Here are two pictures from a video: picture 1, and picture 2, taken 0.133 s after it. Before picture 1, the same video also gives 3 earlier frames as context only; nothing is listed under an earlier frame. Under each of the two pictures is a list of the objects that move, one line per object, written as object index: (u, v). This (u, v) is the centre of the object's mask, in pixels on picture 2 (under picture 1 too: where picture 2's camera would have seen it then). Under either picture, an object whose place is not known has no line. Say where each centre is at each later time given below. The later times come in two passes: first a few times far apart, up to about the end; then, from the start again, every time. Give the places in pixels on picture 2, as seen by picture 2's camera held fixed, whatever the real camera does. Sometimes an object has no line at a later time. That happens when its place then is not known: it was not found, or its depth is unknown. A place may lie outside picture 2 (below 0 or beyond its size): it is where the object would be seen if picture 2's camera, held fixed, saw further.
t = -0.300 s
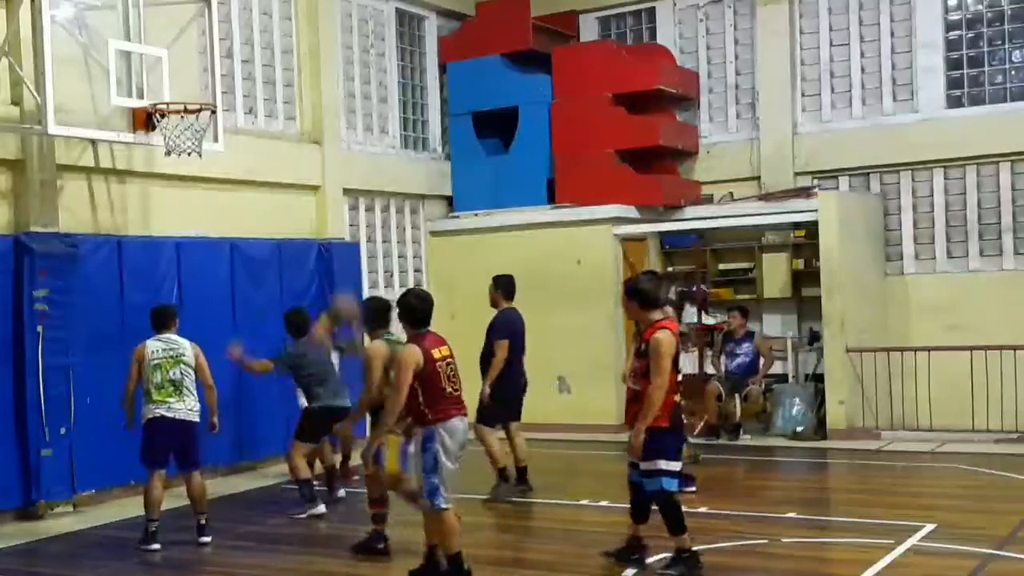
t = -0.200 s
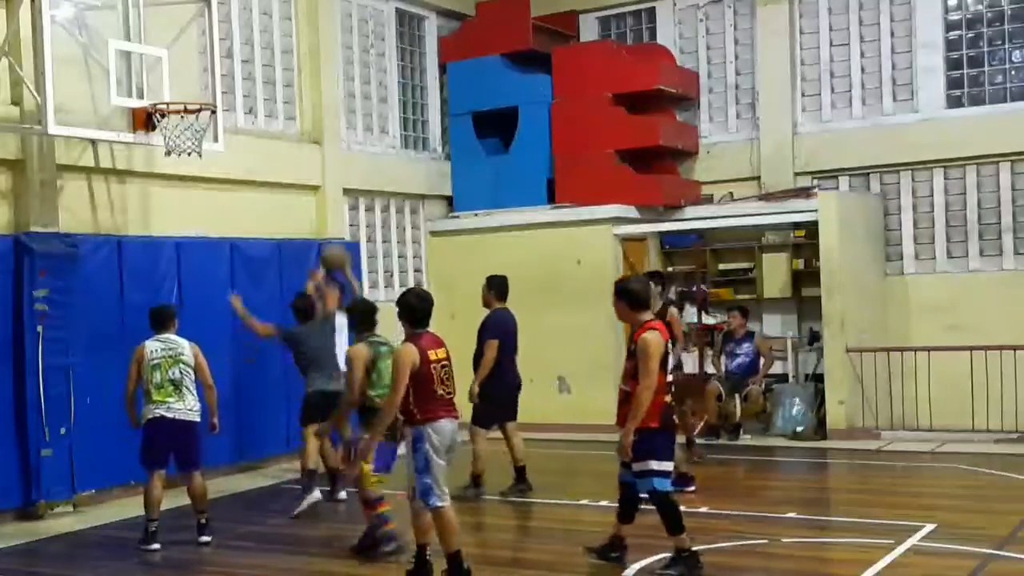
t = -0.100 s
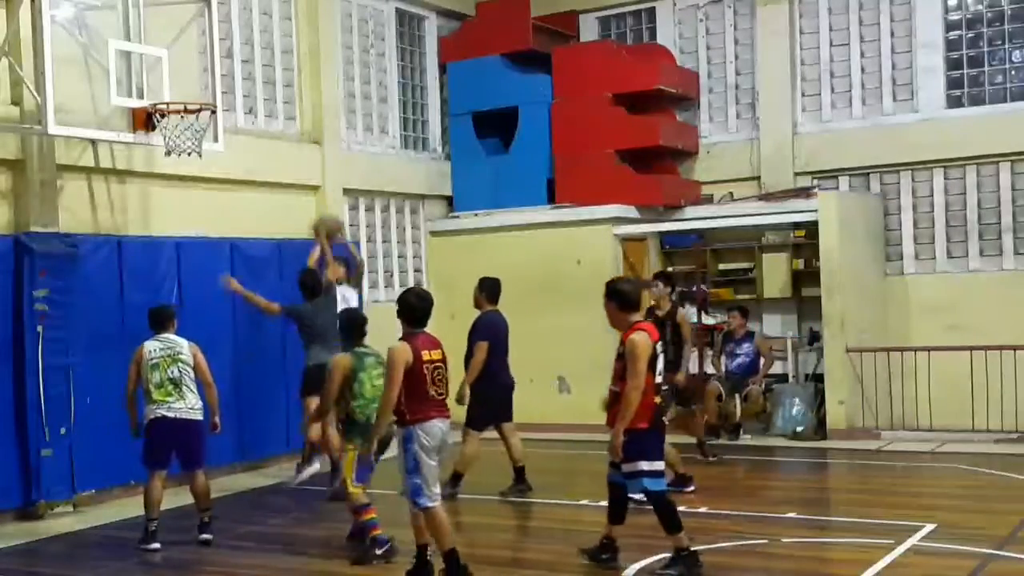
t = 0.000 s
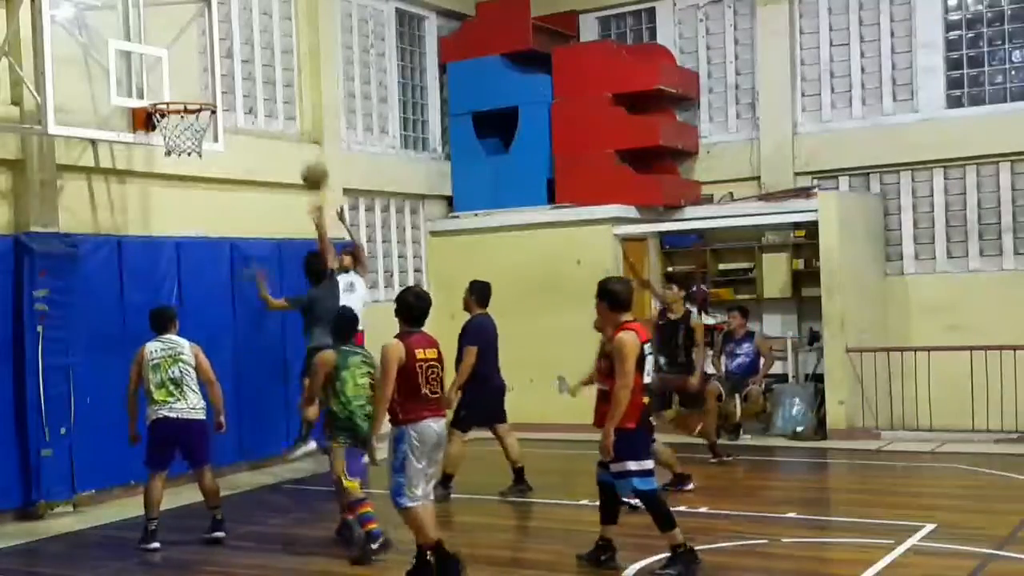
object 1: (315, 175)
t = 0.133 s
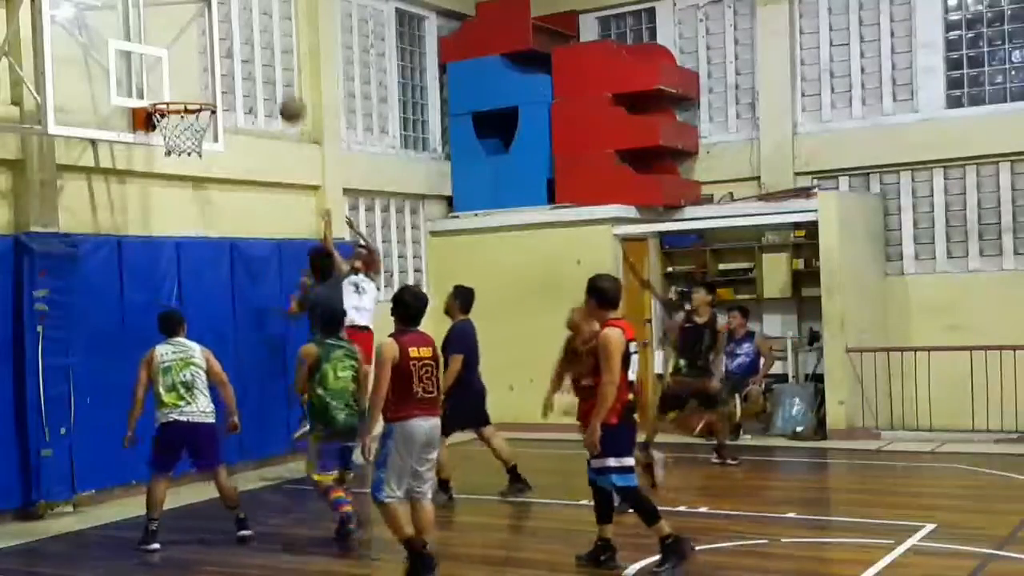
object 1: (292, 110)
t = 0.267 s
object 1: (269, 62)
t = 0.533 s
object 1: (222, 23)
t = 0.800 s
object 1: (176, 74)
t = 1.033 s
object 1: (197, 124)
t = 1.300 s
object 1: (177, 137)
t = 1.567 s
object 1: (184, 152)
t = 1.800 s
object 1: (182, 220)
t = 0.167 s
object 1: (286, 94)
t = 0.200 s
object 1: (281, 83)
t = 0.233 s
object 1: (276, 71)
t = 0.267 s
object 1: (269, 62)
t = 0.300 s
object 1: (263, 51)
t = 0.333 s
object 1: (257, 43)
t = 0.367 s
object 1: (252, 37)
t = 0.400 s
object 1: (246, 31)
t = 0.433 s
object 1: (240, 27)
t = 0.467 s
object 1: (235, 24)
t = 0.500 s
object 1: (229, 23)
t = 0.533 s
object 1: (222, 23)
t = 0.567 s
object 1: (217, 24)
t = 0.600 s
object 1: (212, 26)
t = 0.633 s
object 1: (205, 29)
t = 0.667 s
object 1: (199, 35)
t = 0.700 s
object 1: (193, 42)
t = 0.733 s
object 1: (188, 51)
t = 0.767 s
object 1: (182, 62)
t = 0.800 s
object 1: (176, 74)
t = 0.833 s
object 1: (171, 87)
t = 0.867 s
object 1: (165, 96)
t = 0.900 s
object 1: (173, 108)
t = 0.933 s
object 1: (182, 118)
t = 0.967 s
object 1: (192, 124)
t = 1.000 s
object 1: (196, 125)
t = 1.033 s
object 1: (197, 124)
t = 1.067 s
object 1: (195, 125)
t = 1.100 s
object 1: (193, 125)
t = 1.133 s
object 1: (191, 124)
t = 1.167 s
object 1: (187, 128)
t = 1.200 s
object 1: (183, 131)
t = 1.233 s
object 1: (180, 134)
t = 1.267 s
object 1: (177, 135)
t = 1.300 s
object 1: (177, 137)
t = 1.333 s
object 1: (178, 137)
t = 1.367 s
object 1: (179, 138)
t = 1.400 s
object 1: (182, 141)
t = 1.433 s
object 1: (184, 142)
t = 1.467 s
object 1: (185, 143)
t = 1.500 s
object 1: (185, 147)
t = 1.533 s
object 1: (185, 149)
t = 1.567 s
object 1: (184, 152)
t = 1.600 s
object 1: (184, 160)
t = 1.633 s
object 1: (183, 167)
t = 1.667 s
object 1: (183, 174)
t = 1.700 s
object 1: (182, 183)
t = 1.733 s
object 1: (182, 193)
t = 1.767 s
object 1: (182, 207)
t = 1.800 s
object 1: (182, 220)
